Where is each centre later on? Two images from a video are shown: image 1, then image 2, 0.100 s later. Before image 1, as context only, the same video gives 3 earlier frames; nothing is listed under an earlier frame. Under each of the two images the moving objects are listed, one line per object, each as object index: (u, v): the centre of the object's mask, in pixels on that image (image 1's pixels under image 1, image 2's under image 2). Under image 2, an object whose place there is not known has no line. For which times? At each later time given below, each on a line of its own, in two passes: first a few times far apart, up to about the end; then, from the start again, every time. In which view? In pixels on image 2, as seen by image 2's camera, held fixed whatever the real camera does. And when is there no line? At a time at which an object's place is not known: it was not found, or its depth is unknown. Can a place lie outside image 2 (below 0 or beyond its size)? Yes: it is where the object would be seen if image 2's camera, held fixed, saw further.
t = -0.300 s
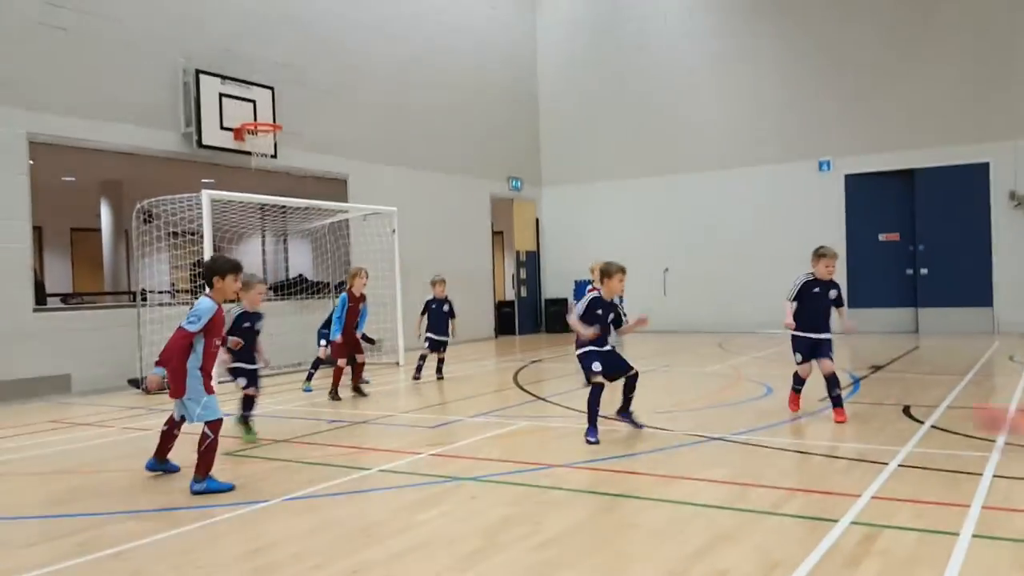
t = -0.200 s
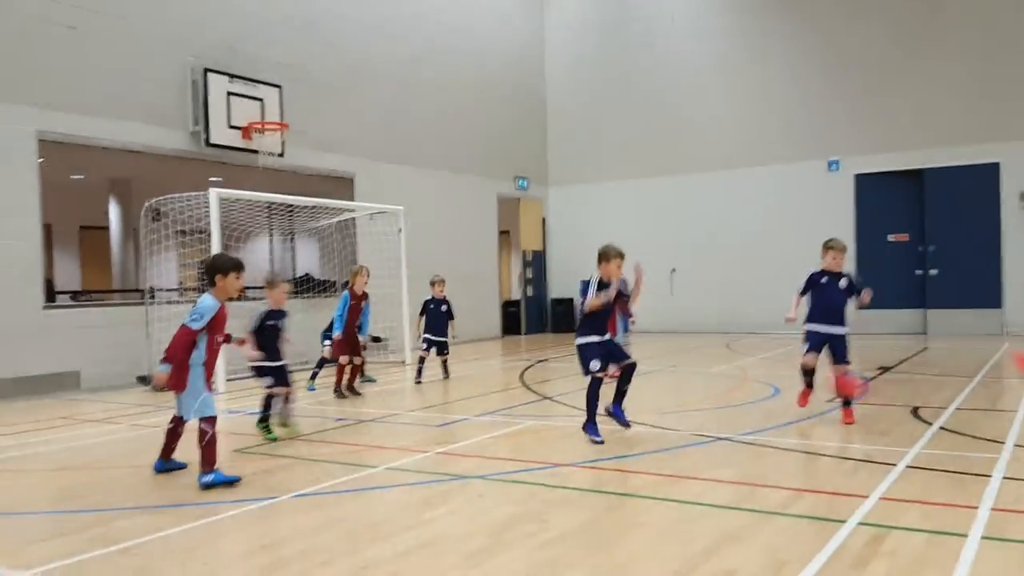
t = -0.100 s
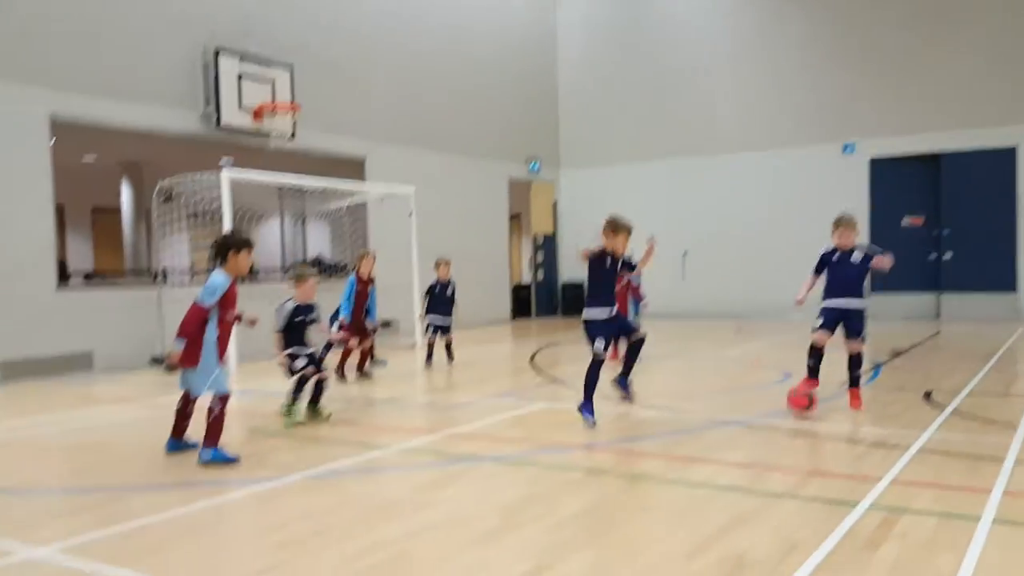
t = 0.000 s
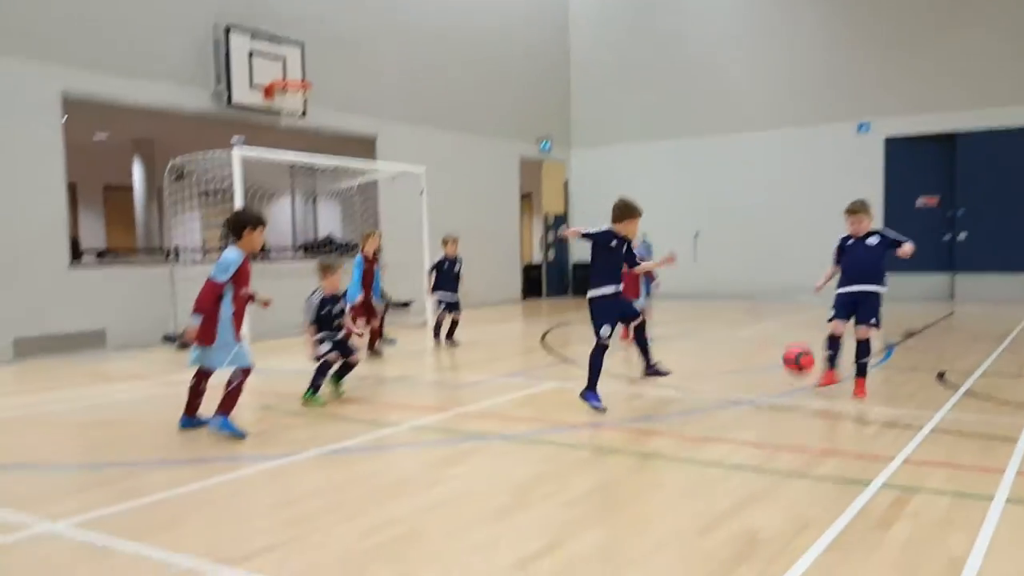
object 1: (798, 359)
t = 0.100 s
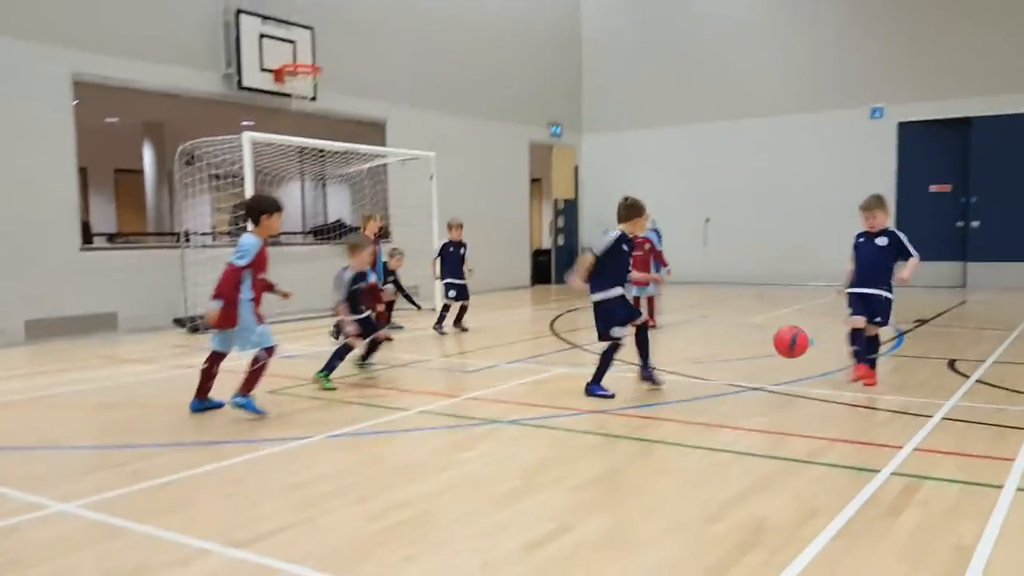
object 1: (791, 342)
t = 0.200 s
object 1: (770, 353)
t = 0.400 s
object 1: (715, 440)
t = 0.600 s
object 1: (643, 473)
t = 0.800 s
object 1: (530, 558)
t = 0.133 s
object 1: (784, 343)
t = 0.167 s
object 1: (777, 347)
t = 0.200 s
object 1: (770, 353)
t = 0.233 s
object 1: (762, 362)
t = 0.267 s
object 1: (754, 373)
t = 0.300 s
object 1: (745, 387)
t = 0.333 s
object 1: (736, 404)
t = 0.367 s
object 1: (726, 426)
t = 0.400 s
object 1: (715, 440)
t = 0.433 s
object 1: (705, 439)
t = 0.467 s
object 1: (694, 440)
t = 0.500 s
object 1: (683, 444)
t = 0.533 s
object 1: (670, 449)
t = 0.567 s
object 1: (657, 460)
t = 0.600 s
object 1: (643, 473)
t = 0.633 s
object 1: (627, 492)
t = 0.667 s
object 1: (609, 517)
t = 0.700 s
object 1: (592, 522)
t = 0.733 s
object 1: (574, 529)
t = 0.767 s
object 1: (553, 541)
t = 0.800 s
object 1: (530, 558)
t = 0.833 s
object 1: (503, 586)
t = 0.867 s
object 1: (474, 602)
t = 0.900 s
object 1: (442, 610)
